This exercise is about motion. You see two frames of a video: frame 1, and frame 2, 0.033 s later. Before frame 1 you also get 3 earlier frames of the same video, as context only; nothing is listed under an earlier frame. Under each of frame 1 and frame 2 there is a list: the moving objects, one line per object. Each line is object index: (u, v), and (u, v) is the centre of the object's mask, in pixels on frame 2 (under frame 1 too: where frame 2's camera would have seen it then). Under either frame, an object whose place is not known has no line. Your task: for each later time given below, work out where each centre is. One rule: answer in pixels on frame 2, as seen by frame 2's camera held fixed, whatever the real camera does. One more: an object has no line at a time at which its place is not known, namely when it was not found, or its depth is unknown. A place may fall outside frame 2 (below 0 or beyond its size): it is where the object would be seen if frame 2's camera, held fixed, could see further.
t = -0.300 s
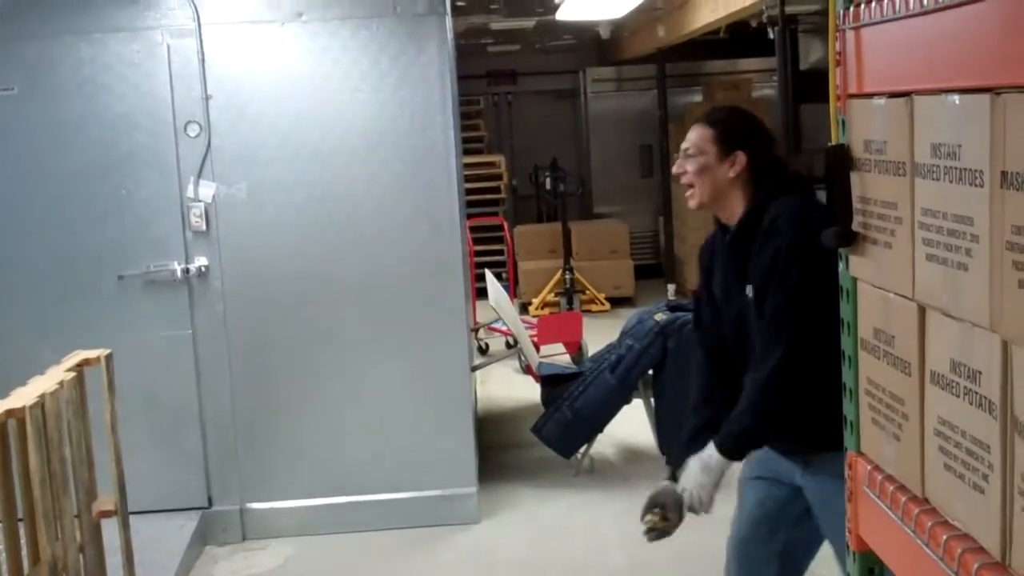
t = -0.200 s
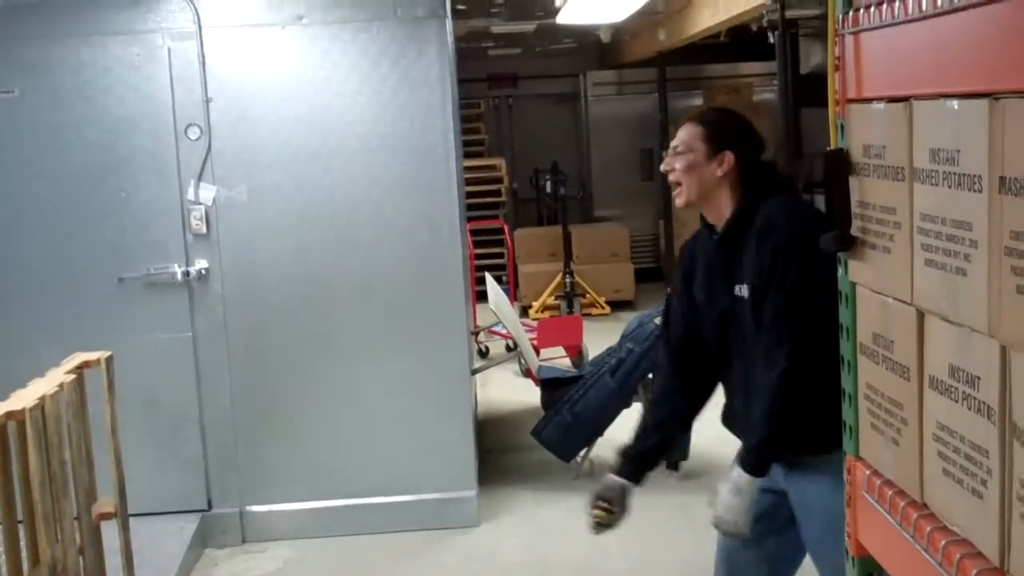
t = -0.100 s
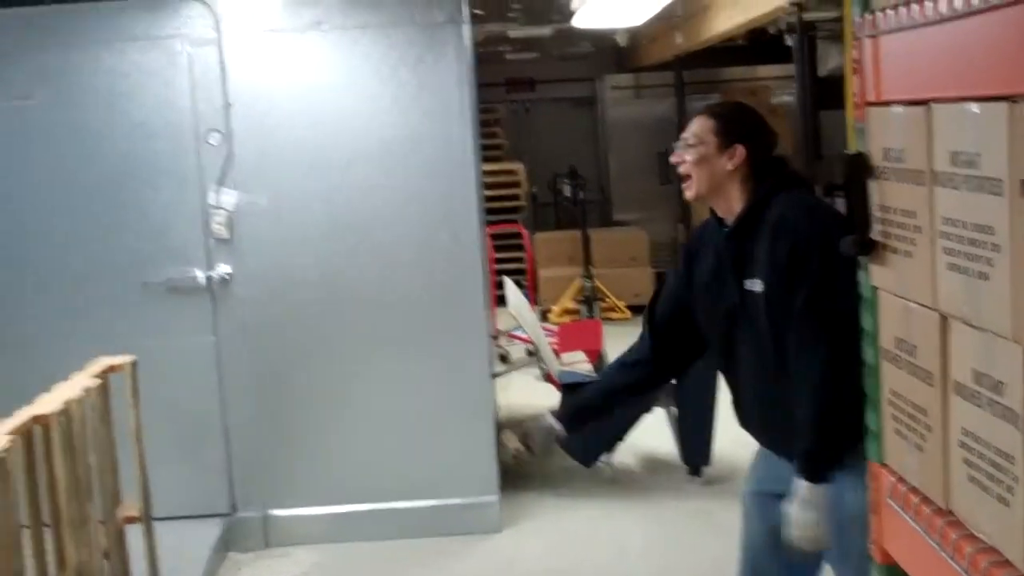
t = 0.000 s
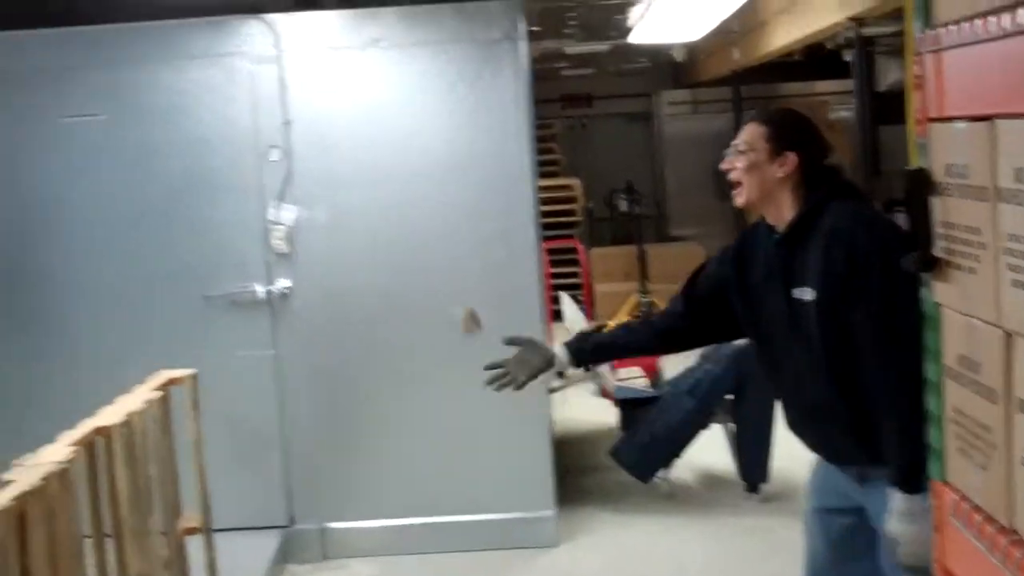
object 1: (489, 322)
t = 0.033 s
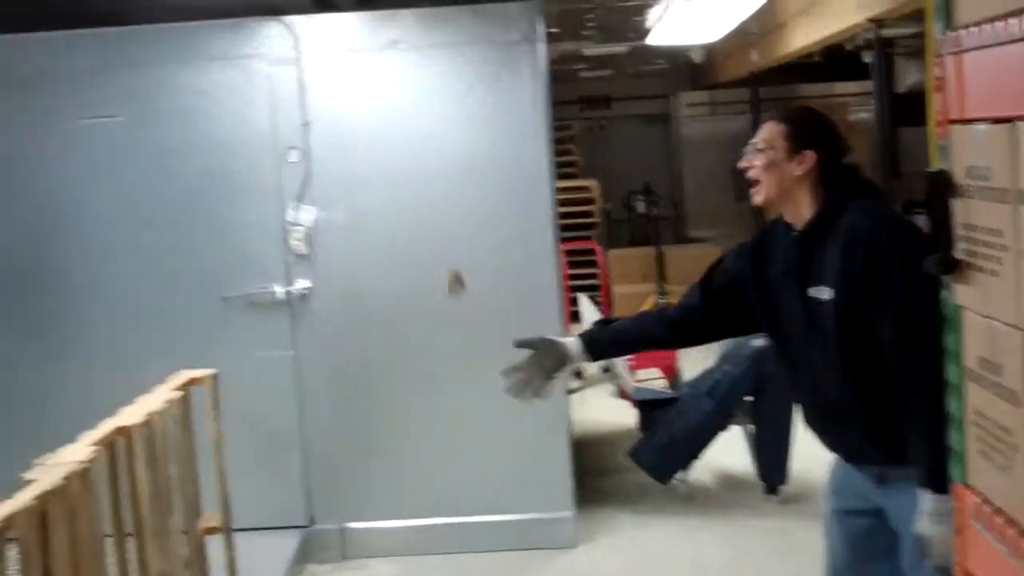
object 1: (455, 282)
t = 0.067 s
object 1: (421, 243)
